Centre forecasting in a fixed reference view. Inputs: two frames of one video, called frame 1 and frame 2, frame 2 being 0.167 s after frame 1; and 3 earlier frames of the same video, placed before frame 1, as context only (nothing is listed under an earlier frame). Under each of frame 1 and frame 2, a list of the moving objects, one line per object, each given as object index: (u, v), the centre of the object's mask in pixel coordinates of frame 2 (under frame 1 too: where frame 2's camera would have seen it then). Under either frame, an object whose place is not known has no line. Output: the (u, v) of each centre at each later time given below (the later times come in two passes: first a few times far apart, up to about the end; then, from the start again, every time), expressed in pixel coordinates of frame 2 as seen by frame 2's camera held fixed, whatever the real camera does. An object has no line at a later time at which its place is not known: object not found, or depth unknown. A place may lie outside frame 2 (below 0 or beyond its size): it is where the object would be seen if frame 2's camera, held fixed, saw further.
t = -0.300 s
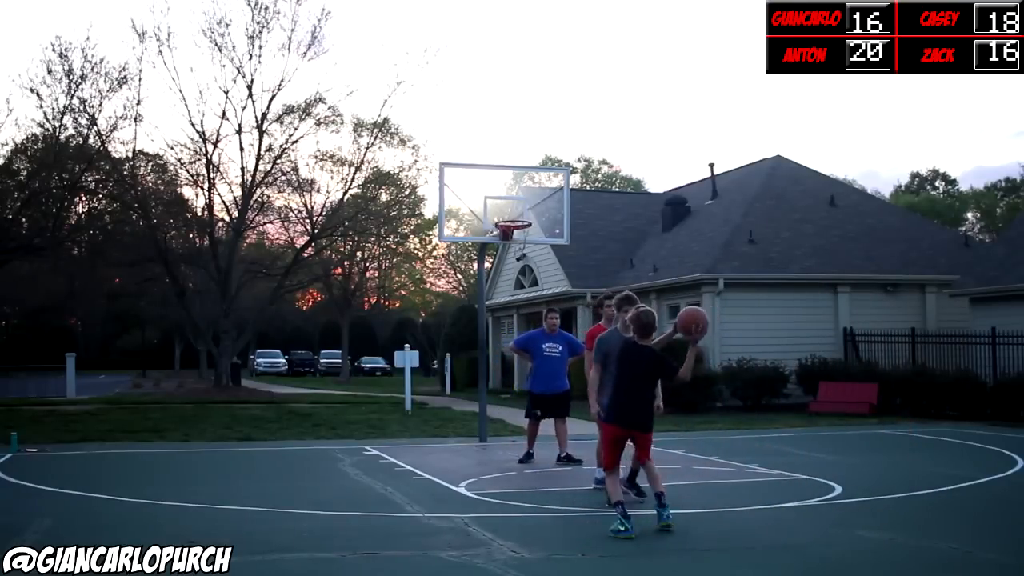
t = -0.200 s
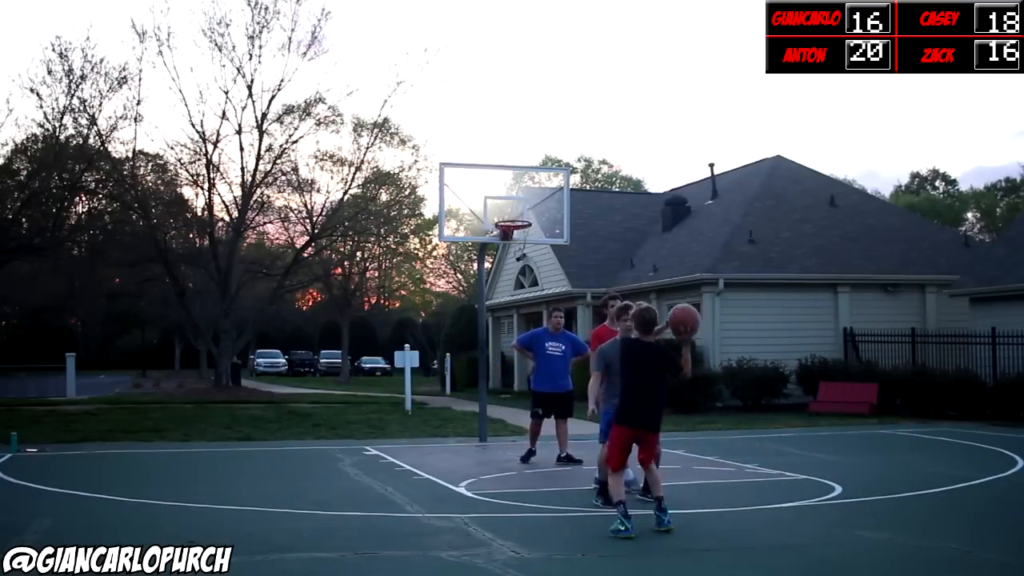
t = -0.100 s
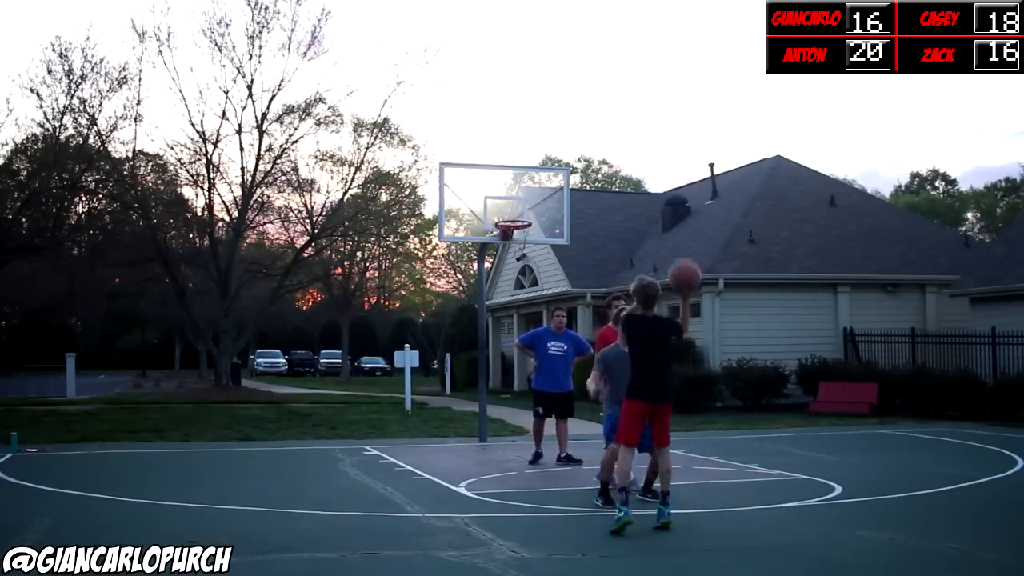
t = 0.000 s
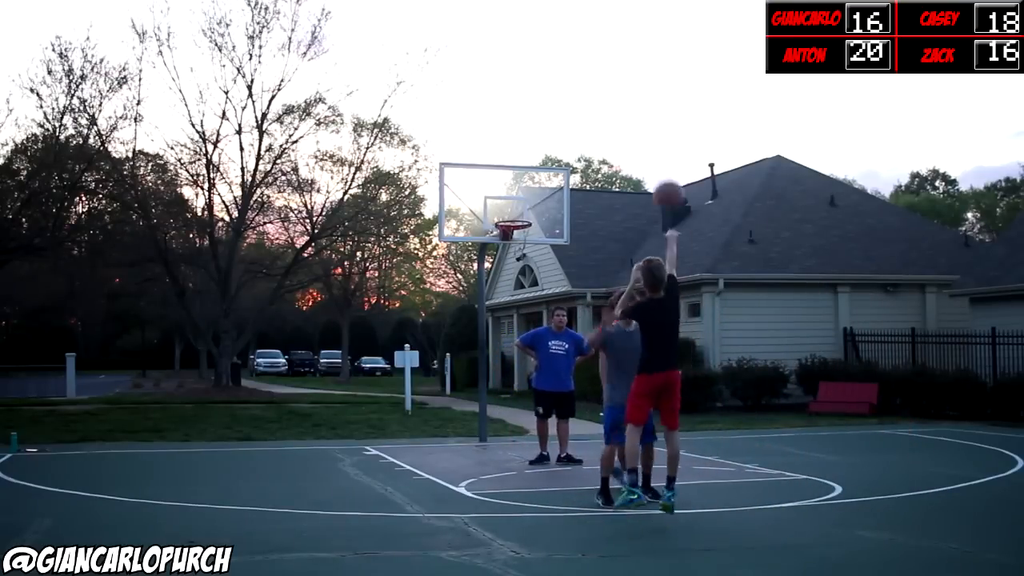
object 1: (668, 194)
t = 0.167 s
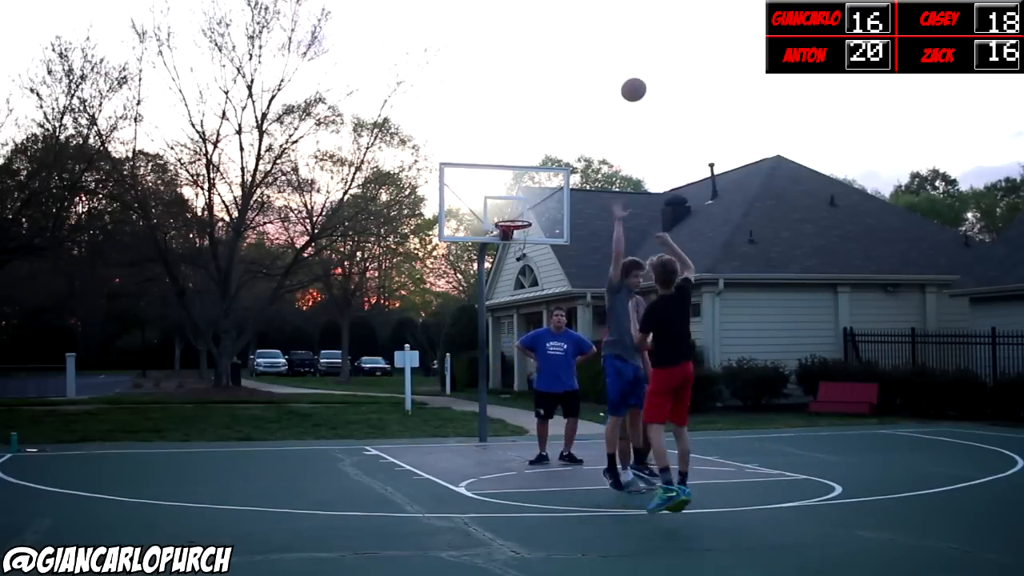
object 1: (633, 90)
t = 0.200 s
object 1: (628, 75)
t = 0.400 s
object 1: (597, 18)
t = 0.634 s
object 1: (569, 8)
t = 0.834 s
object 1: (550, 34)
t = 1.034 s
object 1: (533, 88)
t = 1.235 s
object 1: (519, 165)
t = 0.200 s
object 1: (628, 75)
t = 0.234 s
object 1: (622, 61)
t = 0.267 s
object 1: (617, 50)
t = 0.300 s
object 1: (611, 40)
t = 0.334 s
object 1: (607, 31)
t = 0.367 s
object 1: (602, 24)
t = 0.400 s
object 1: (597, 18)
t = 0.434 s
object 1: (593, 13)
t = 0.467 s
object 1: (588, 10)
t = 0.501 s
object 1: (584, 8)
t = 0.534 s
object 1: (580, 7)
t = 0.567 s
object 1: (576, 7)
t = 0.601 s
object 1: (573, 7)
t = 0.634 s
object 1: (569, 8)
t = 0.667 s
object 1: (566, 9)
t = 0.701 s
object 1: (562, 12)
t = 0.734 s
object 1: (559, 17)
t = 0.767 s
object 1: (556, 22)
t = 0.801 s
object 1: (553, 27)
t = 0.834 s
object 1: (550, 34)
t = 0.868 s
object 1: (547, 41)
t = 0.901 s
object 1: (544, 49)
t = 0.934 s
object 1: (541, 58)
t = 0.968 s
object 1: (539, 67)
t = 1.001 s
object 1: (536, 77)
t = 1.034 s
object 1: (533, 88)
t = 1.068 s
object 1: (531, 99)
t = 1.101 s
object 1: (528, 111)
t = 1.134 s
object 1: (526, 124)
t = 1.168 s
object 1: (524, 137)
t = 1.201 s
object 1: (521, 150)
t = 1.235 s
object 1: (519, 165)
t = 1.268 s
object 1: (517, 179)
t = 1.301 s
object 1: (514, 194)
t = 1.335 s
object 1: (512, 210)
